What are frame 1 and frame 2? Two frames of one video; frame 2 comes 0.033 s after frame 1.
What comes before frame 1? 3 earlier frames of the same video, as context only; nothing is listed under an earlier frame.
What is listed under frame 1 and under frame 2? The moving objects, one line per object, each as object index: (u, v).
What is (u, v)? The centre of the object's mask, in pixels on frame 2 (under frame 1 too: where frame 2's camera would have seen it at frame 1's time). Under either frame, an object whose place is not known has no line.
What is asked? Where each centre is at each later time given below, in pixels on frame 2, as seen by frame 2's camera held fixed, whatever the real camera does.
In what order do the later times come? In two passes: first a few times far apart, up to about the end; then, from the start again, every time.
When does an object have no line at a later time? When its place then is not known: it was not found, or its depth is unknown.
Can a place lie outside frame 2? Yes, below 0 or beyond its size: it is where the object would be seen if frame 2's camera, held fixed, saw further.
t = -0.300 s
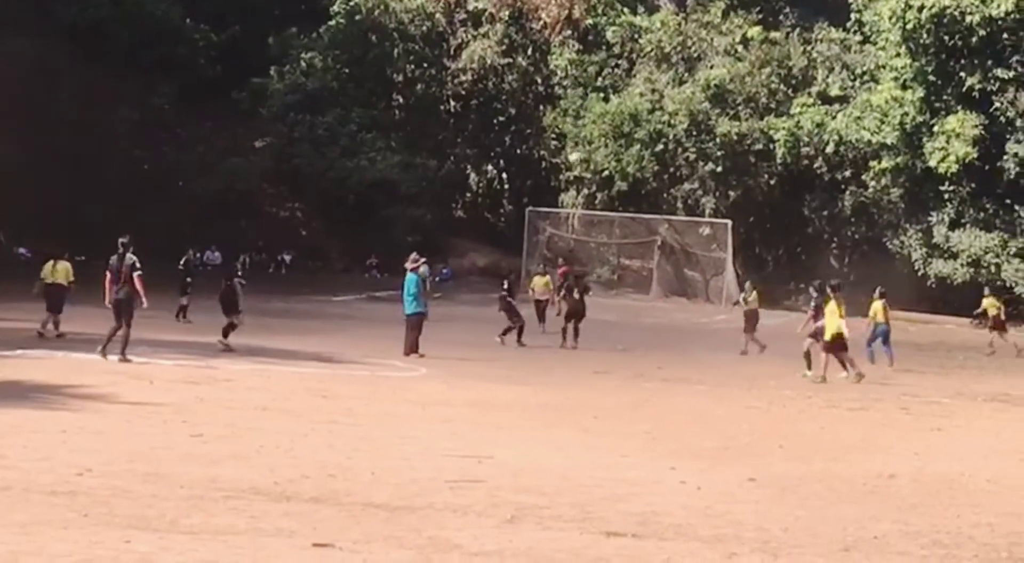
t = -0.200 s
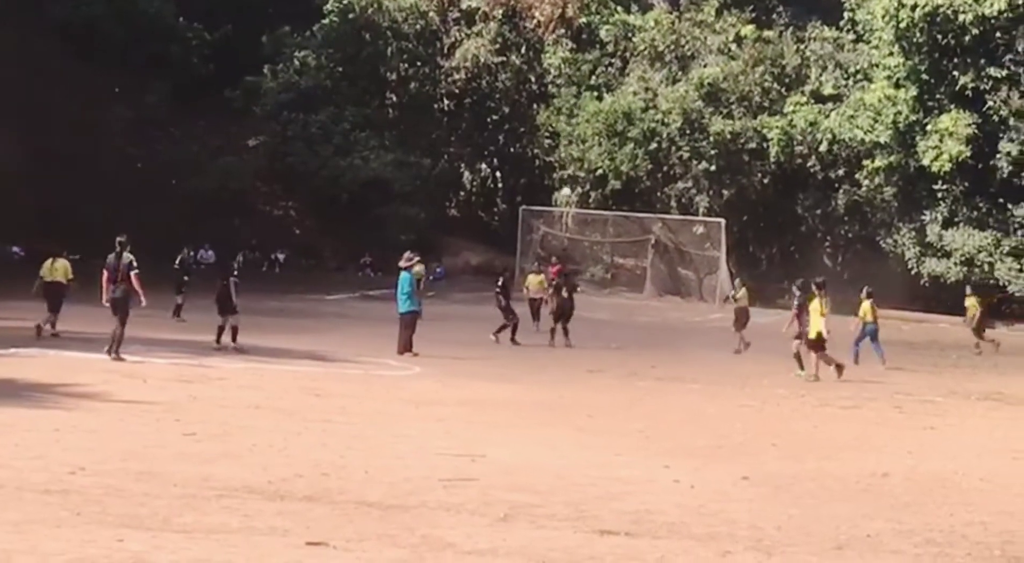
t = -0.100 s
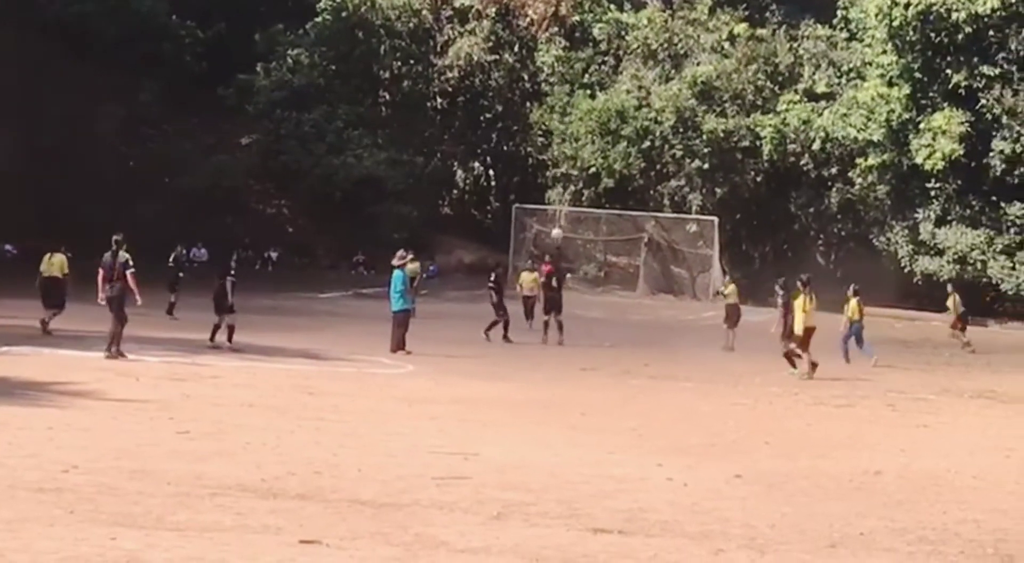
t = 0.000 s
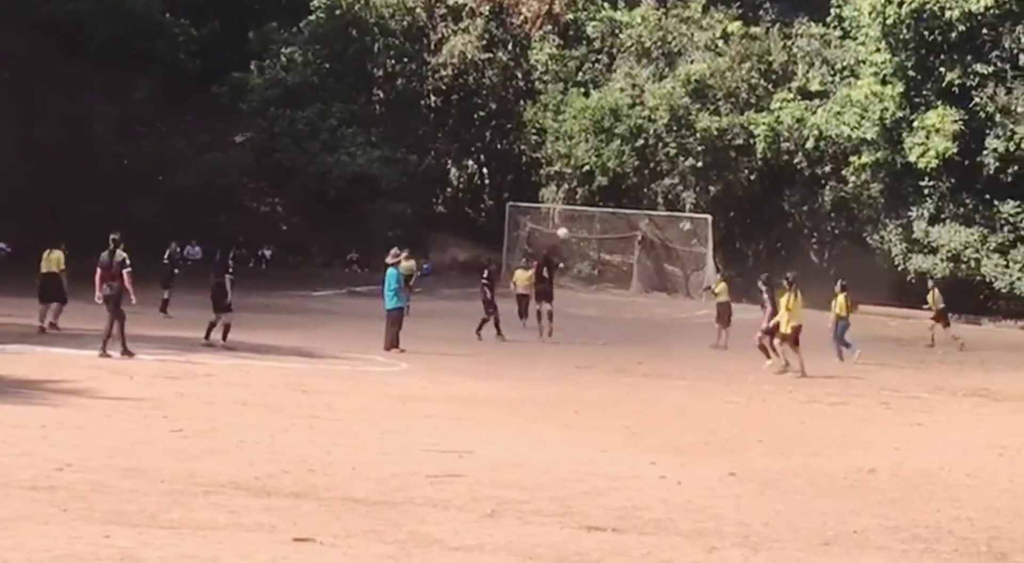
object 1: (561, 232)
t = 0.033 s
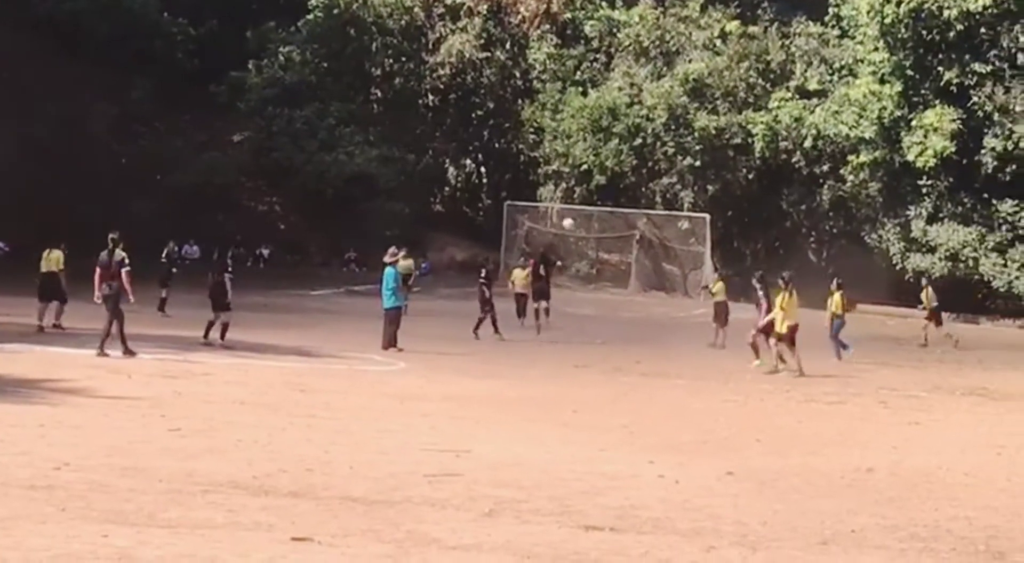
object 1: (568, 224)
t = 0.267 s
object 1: (620, 180)
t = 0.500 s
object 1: (671, 167)
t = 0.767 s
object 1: (730, 192)
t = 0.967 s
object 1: (774, 239)
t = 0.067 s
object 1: (575, 216)
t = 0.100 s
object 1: (582, 208)
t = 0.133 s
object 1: (591, 201)
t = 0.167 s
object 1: (598, 196)
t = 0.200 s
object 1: (605, 190)
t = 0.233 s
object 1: (612, 185)
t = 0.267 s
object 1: (620, 180)
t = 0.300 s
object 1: (627, 177)
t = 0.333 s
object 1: (634, 174)
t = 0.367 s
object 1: (642, 171)
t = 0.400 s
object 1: (649, 169)
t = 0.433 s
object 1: (657, 168)
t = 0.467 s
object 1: (664, 167)
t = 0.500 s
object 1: (671, 167)
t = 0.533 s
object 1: (679, 168)
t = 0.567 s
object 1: (686, 170)
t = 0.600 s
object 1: (693, 172)
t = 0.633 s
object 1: (701, 174)
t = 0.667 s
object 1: (709, 179)
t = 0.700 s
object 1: (715, 183)
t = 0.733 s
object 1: (723, 186)
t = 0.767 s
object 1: (730, 192)
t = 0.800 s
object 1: (738, 198)
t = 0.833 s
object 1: (745, 205)
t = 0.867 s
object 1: (752, 212)
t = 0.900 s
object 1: (759, 221)
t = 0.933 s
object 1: (767, 230)
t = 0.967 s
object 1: (774, 239)
